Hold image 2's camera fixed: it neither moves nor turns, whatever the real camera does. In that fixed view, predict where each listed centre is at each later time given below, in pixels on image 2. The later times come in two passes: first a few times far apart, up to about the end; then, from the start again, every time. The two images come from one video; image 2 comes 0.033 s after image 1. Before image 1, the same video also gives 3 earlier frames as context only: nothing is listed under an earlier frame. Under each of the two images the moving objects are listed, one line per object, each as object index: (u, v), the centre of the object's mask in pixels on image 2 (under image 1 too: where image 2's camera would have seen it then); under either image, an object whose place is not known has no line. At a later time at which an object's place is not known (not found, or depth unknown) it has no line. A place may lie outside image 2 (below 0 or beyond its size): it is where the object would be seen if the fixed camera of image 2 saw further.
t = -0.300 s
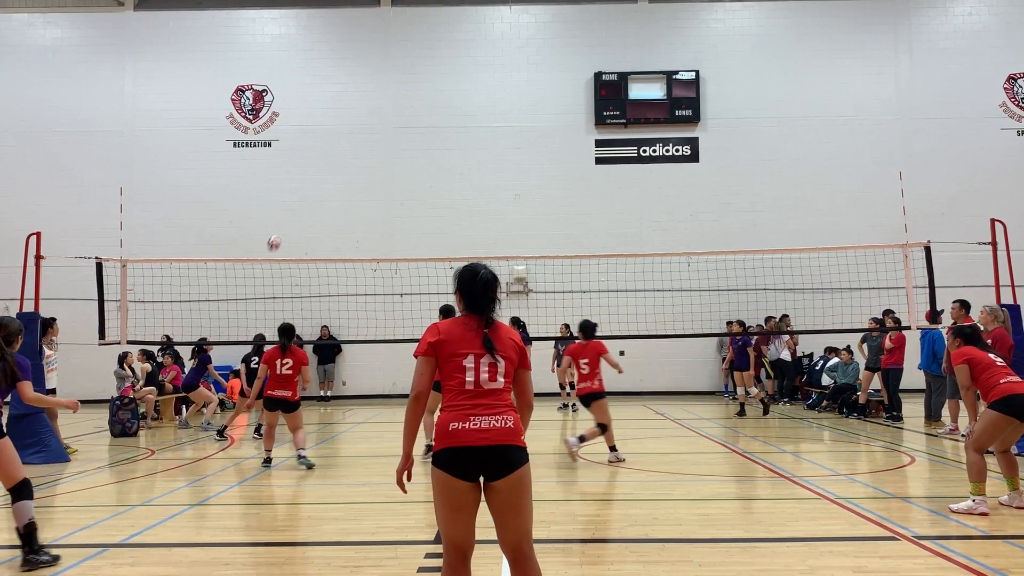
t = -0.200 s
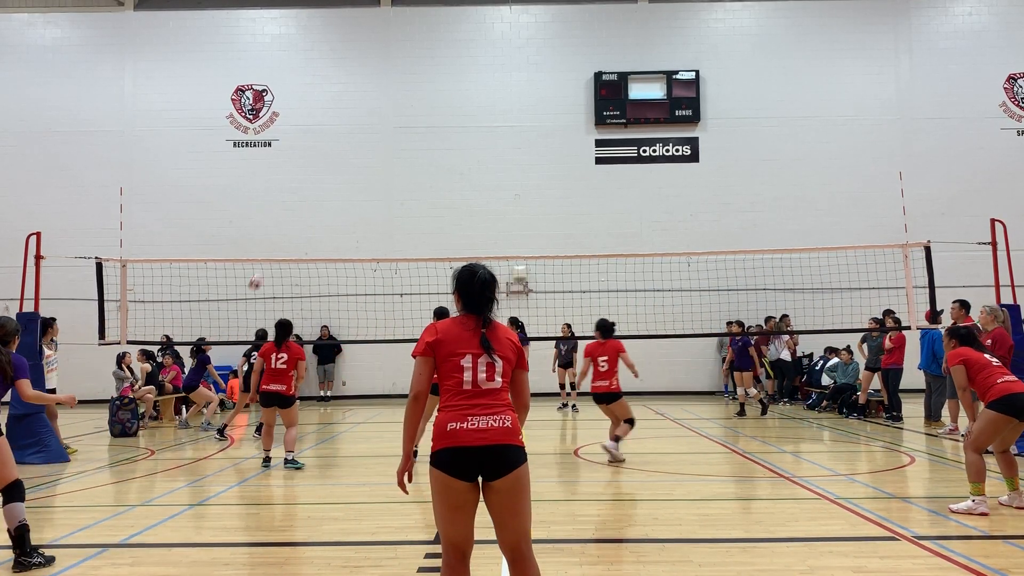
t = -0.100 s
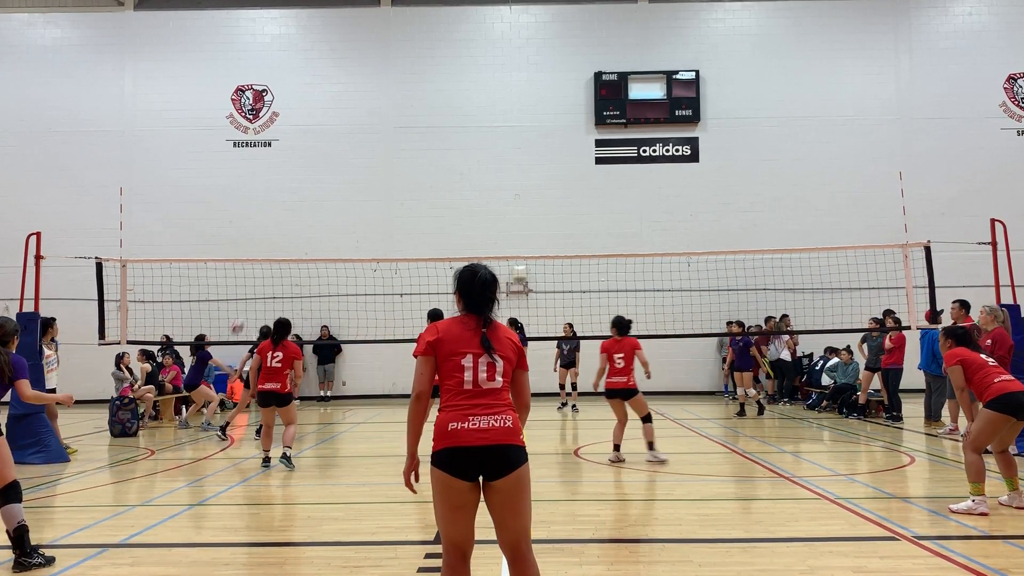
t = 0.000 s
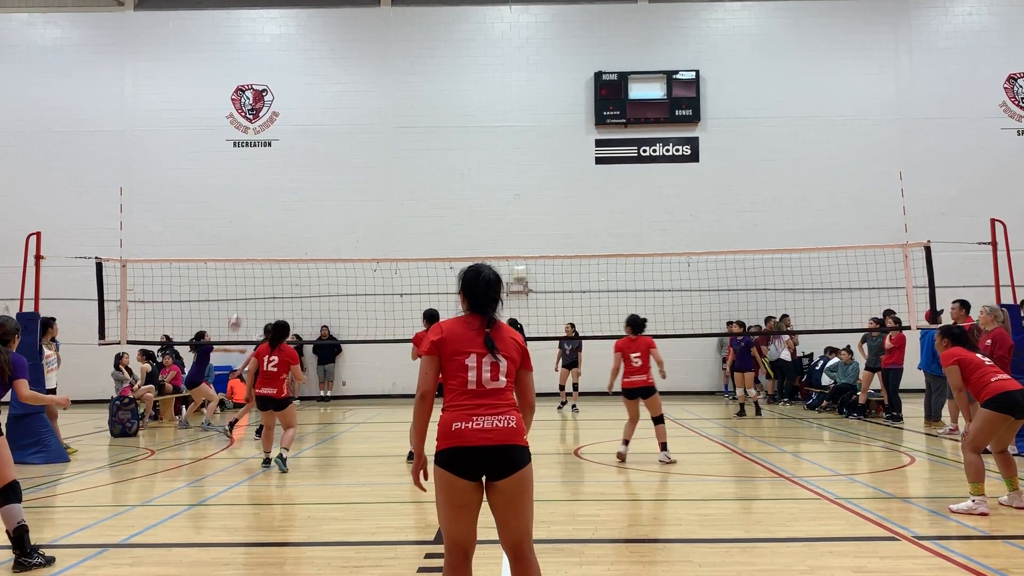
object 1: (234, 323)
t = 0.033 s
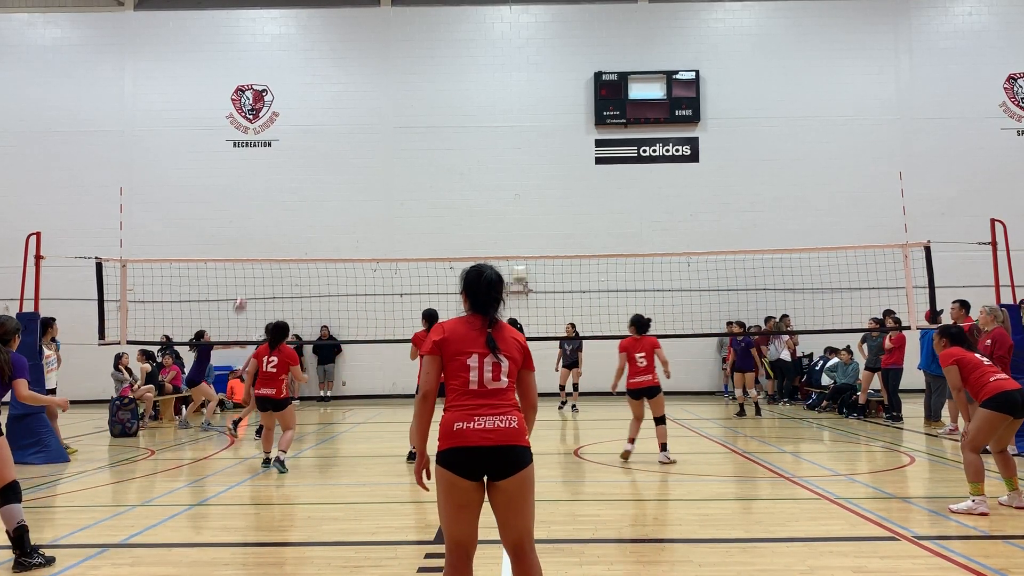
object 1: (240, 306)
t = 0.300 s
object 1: (279, 188)
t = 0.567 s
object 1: (320, 116)
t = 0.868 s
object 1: (367, 90)
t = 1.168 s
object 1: (417, 128)
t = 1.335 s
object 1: (446, 179)
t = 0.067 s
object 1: (245, 288)
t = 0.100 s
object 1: (249, 272)
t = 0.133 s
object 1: (255, 254)
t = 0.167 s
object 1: (260, 240)
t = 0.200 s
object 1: (265, 227)
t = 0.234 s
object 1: (270, 214)
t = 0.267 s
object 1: (274, 201)
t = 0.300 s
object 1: (279, 188)
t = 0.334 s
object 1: (284, 177)
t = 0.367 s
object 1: (289, 166)
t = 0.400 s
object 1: (294, 156)
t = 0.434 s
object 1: (299, 147)
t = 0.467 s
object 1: (305, 138)
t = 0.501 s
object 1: (309, 130)
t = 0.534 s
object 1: (315, 123)
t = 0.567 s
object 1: (320, 116)
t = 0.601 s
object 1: (325, 110)
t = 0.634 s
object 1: (330, 105)
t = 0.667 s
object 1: (335, 101)
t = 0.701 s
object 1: (341, 97)
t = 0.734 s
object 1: (346, 94)
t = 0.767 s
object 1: (351, 92)
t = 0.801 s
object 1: (357, 90)
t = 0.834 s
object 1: (362, 90)
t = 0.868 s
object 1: (367, 90)
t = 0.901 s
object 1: (373, 91)
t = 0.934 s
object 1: (378, 93)
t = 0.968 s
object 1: (384, 95)
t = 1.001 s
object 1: (389, 99)
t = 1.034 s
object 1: (395, 103)
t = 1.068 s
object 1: (400, 108)
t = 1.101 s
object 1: (406, 114)
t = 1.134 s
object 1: (411, 120)
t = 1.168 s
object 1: (417, 128)
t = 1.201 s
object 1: (423, 136)
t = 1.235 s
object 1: (429, 146)
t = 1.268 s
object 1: (435, 155)
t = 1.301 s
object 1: (440, 167)
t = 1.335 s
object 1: (446, 179)
